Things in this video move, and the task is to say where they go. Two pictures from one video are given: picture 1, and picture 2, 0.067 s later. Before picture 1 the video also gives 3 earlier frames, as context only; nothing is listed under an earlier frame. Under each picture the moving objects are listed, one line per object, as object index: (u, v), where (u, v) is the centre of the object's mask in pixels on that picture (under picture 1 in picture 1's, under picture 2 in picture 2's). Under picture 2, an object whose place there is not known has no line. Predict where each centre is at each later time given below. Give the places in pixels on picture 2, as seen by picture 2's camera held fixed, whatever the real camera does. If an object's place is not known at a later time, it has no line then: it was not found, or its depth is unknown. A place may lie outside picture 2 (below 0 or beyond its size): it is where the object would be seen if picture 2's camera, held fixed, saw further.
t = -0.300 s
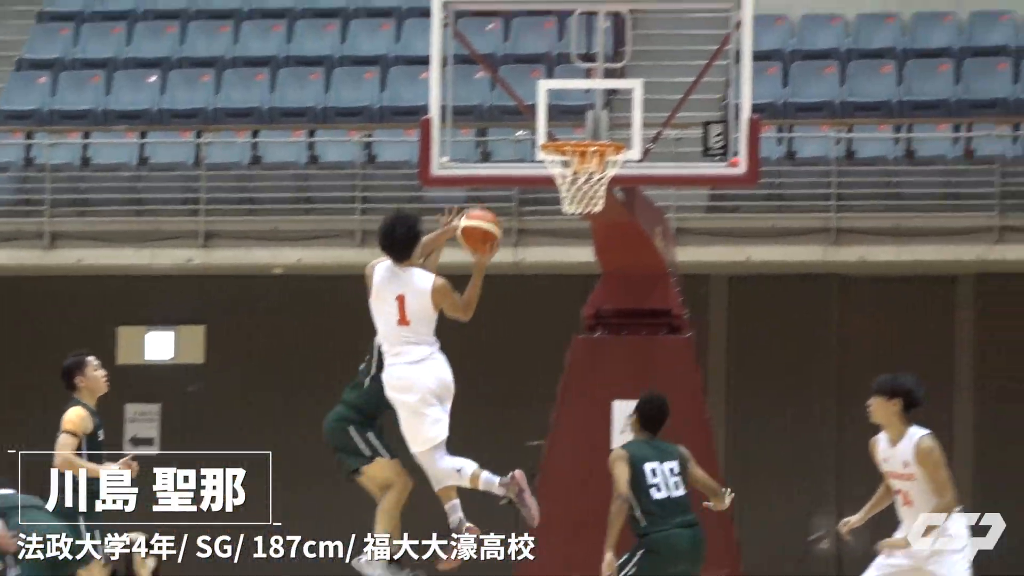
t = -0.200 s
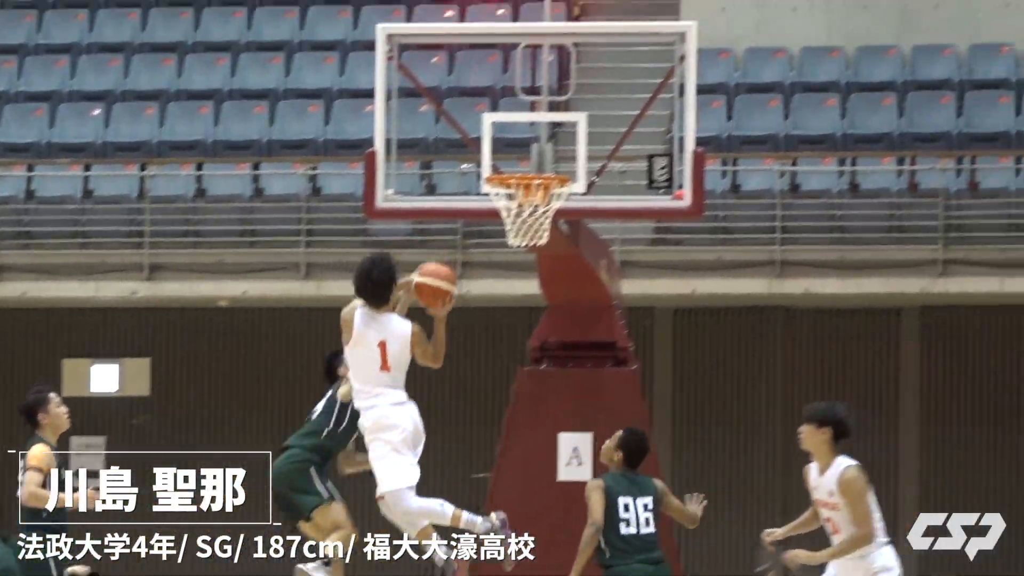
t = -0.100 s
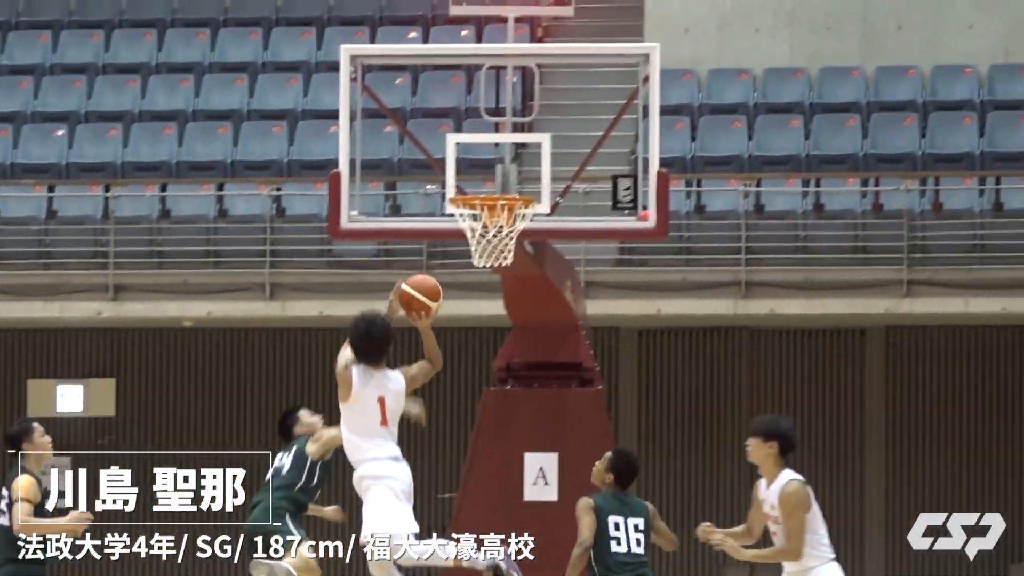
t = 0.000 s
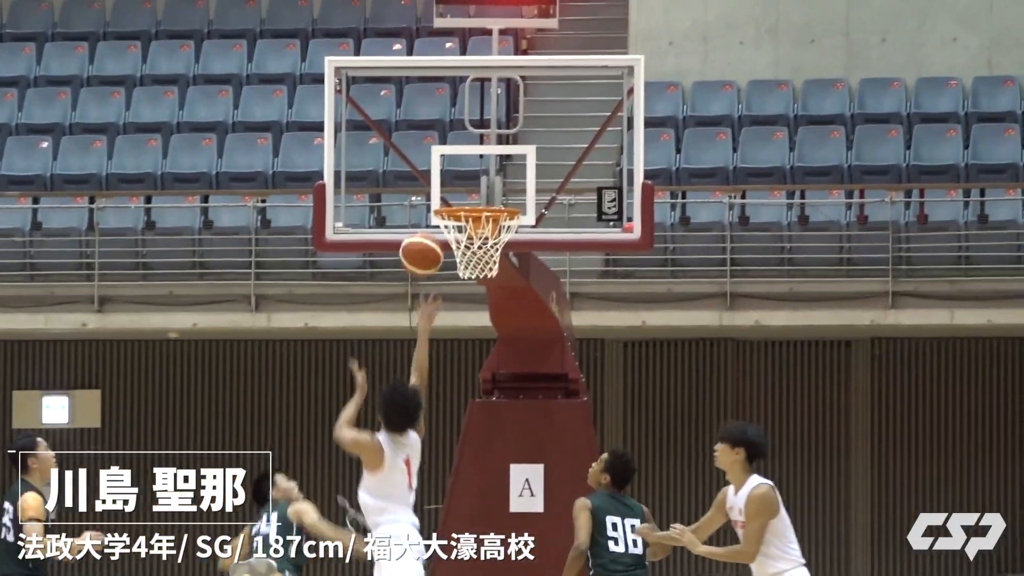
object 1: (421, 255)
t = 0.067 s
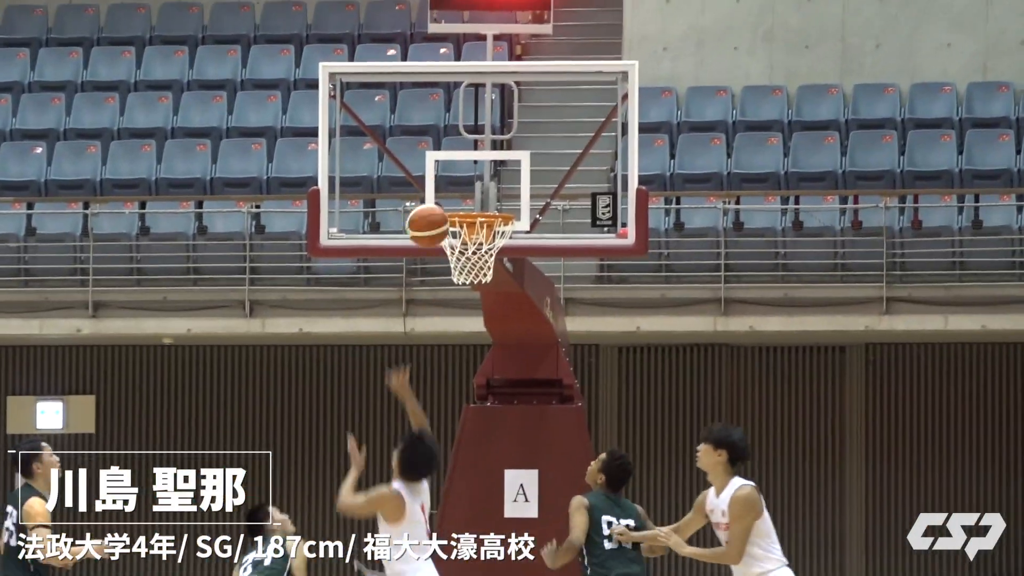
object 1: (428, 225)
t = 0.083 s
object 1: (432, 220)
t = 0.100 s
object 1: (435, 213)
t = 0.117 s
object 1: (439, 208)
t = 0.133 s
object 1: (442, 199)
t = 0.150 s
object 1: (444, 193)
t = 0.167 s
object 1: (446, 190)
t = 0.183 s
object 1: (447, 184)
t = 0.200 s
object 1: (448, 178)
